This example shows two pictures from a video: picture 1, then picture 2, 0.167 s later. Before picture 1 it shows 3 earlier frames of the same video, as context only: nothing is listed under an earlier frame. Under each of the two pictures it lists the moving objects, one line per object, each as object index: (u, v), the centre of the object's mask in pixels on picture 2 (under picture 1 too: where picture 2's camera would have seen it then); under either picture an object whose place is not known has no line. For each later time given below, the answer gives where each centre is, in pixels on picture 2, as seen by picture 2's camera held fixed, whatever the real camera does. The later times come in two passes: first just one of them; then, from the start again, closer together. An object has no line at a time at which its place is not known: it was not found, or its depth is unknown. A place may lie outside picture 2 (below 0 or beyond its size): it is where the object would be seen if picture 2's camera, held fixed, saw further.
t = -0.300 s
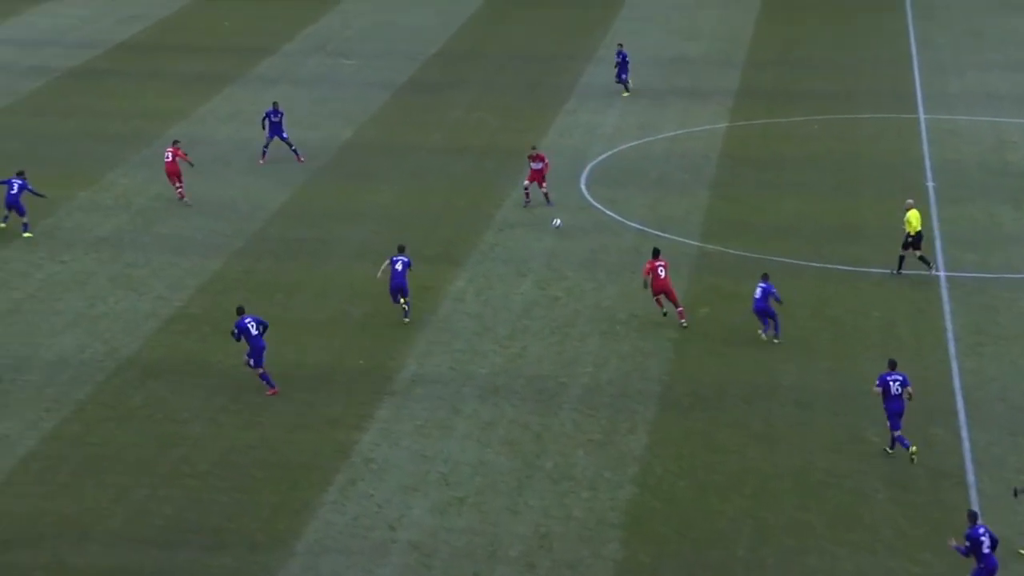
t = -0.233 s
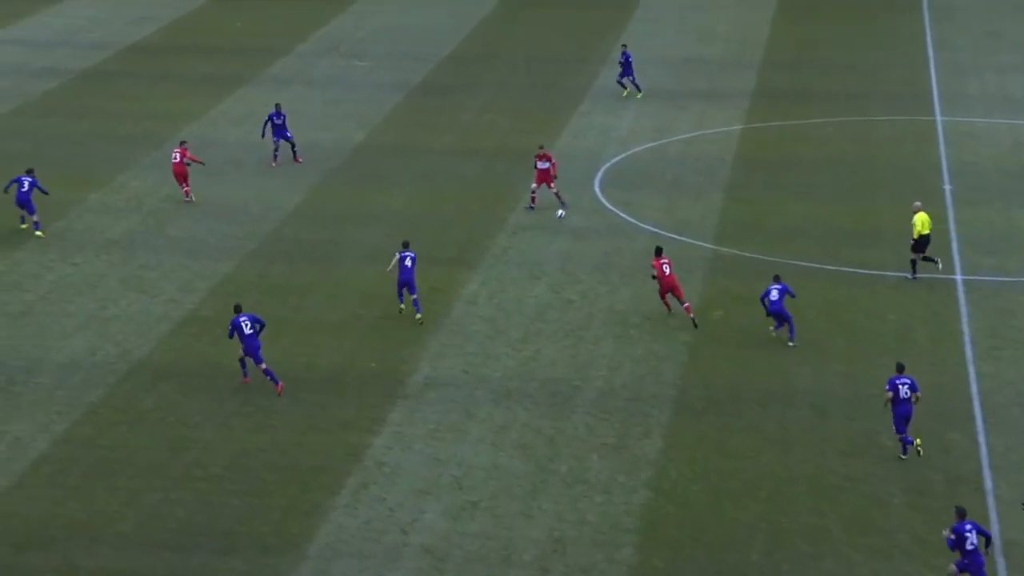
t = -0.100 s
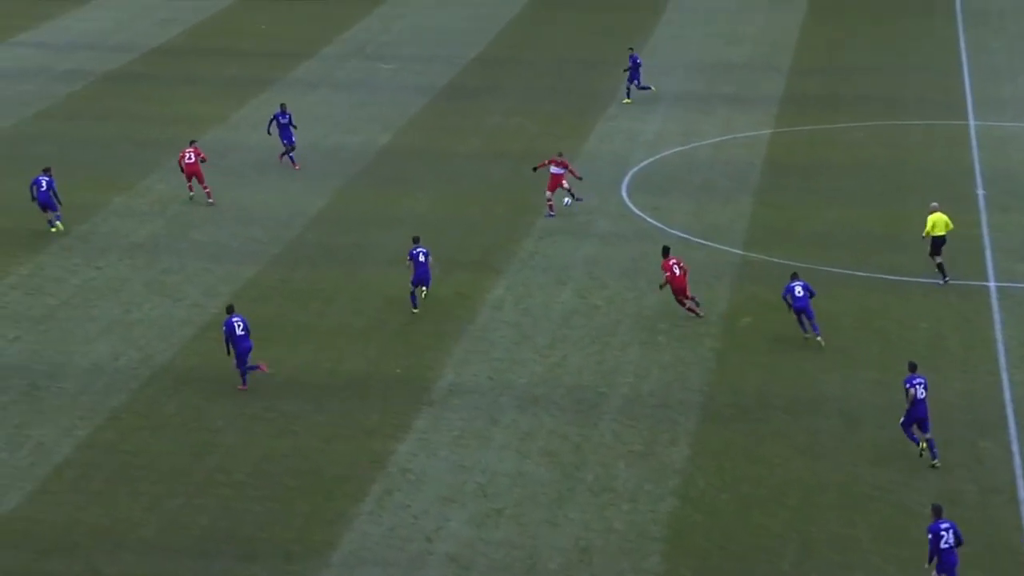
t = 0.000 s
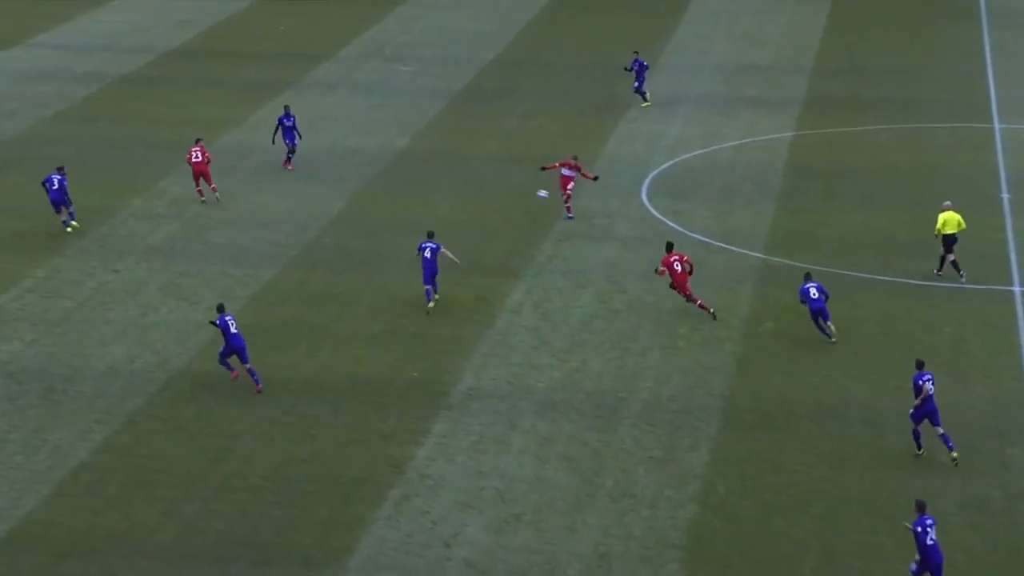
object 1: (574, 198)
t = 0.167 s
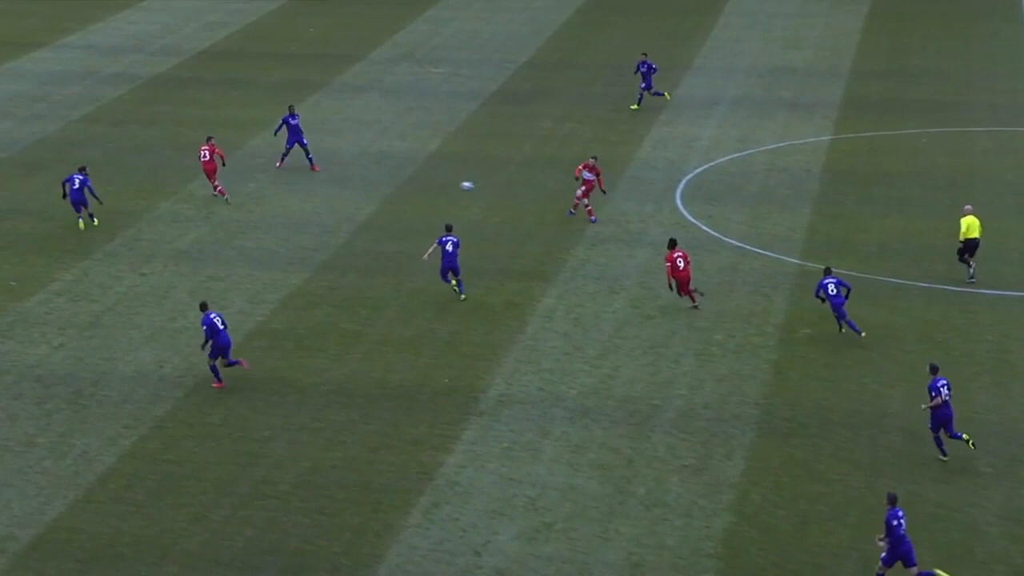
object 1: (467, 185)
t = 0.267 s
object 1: (400, 183)
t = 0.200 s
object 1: (445, 184)
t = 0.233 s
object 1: (423, 183)
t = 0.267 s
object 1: (400, 183)
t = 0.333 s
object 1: (357, 184)
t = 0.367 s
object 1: (334, 185)
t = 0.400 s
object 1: (312, 186)
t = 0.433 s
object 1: (290, 188)
